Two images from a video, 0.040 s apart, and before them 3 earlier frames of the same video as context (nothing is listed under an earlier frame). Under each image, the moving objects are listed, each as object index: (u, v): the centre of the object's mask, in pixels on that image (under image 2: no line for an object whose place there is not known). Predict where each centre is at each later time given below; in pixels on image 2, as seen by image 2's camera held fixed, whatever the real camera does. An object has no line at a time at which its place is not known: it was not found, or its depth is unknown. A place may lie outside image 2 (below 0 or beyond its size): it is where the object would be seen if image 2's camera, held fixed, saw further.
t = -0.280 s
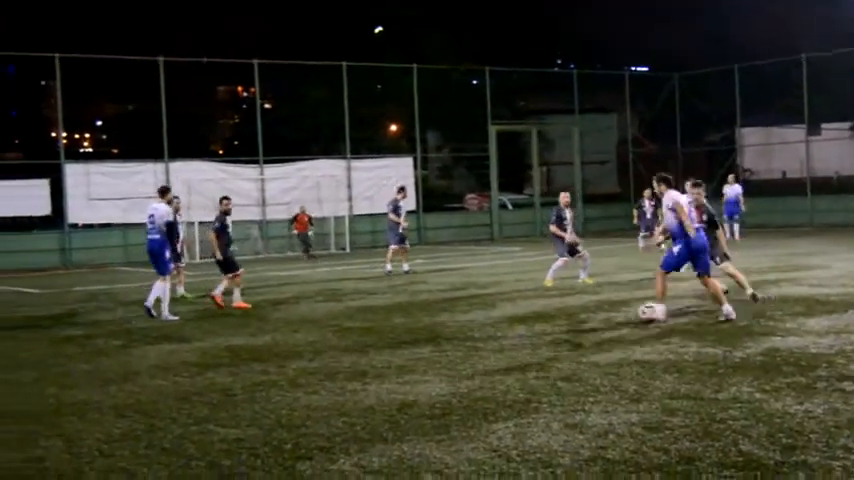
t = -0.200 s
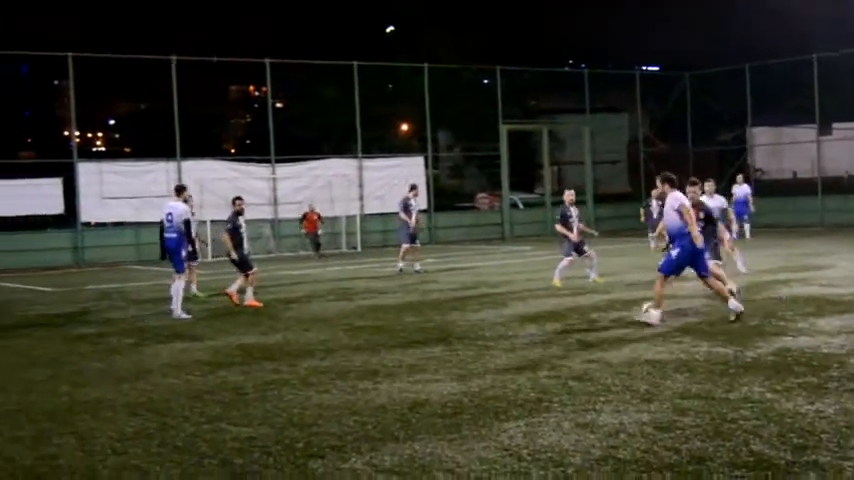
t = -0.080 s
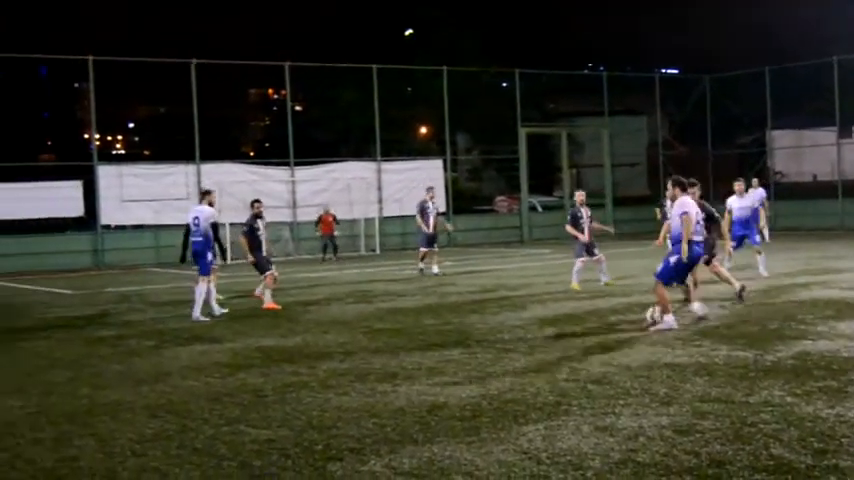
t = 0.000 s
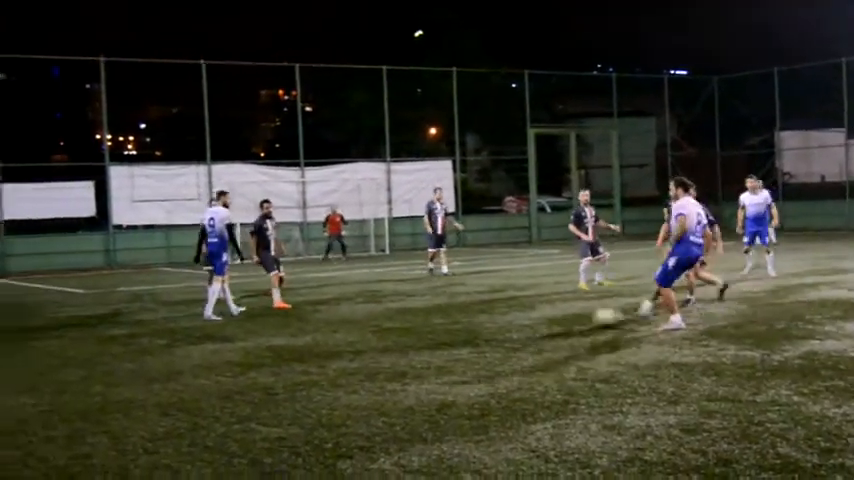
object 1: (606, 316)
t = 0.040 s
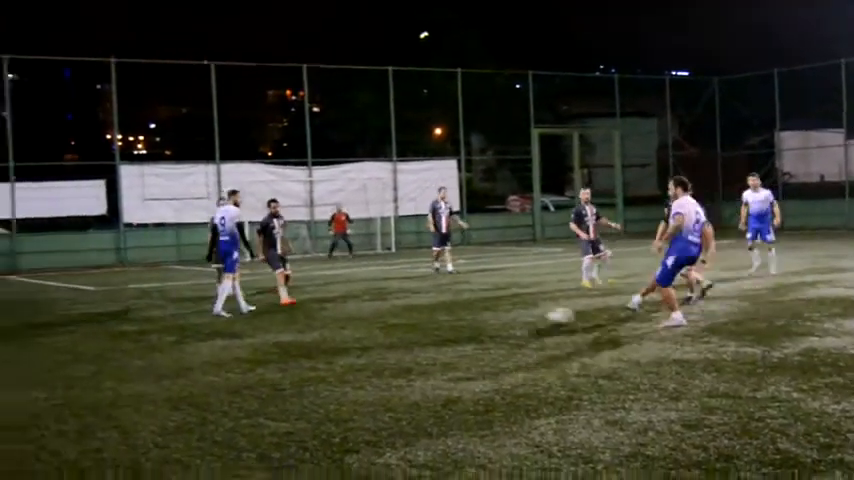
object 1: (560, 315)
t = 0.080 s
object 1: (512, 315)
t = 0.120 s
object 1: (469, 315)
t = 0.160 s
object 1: (426, 316)
